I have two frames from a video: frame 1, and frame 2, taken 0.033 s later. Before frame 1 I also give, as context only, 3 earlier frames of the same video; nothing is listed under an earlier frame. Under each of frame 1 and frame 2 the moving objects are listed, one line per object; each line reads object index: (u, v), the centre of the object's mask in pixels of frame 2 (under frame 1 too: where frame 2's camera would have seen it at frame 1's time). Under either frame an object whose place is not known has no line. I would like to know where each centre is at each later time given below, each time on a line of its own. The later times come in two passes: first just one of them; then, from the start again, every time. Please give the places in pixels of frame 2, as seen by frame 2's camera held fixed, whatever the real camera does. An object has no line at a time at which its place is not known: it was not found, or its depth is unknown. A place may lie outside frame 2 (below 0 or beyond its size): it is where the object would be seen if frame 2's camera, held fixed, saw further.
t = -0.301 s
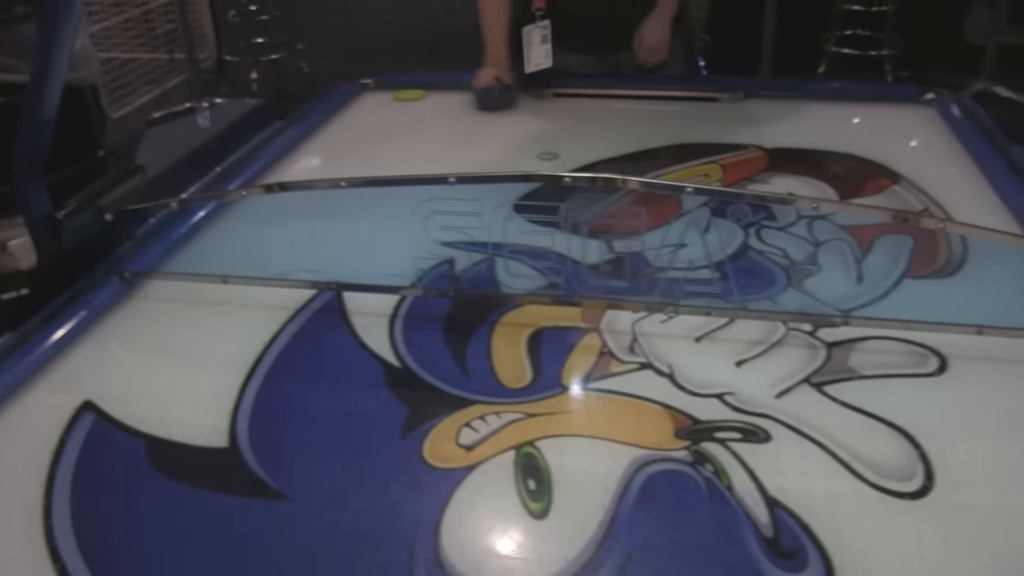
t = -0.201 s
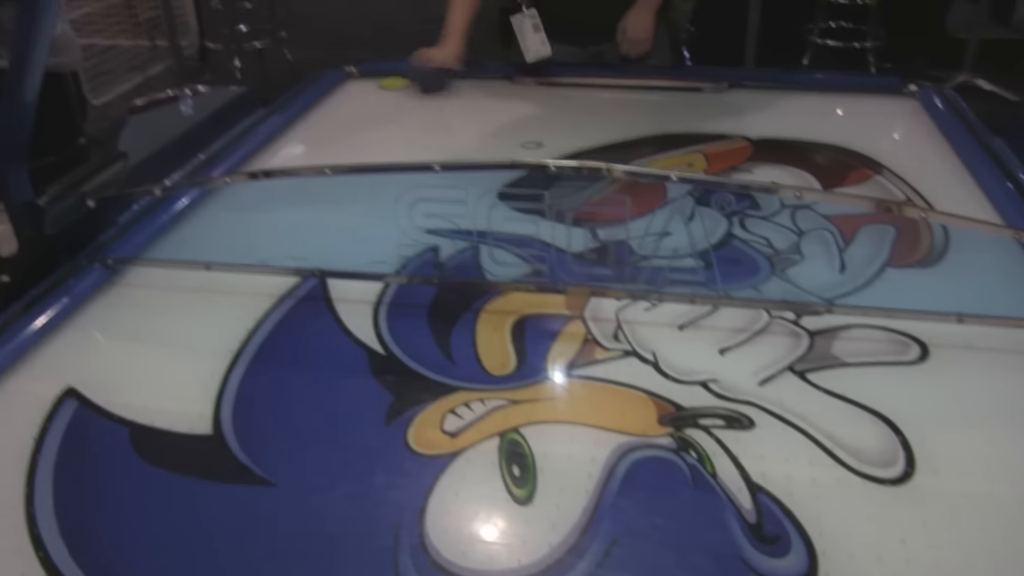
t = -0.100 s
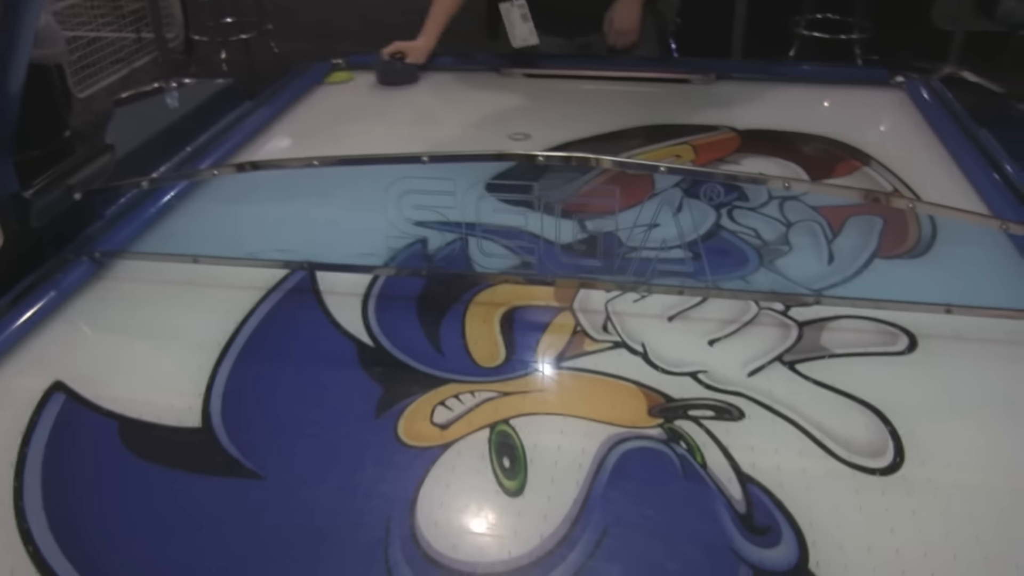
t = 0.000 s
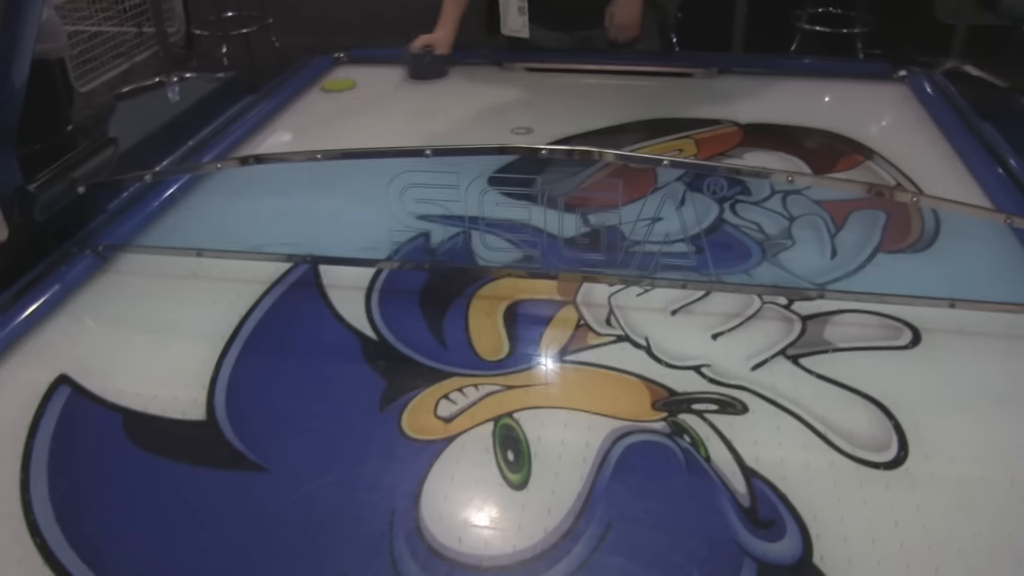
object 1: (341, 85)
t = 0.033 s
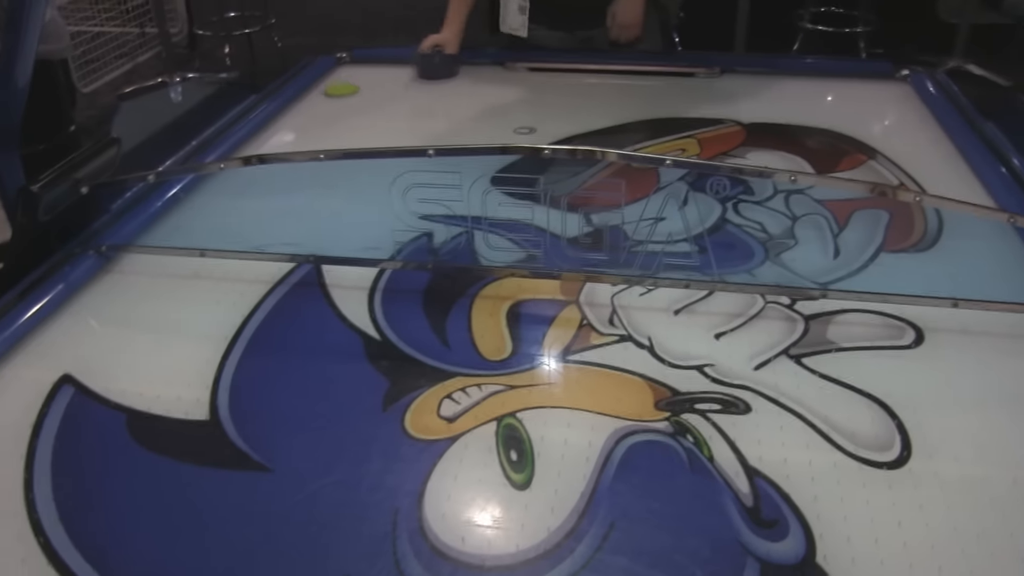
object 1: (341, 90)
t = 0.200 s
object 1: (341, 115)
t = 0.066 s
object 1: (341, 94)
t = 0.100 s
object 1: (341, 100)
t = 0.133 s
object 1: (341, 105)
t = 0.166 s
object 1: (341, 110)
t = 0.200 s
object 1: (341, 115)
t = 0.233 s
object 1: (341, 120)
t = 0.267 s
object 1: (341, 126)
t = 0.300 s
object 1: (341, 132)
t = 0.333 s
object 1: (341, 138)
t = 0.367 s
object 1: (341, 144)
